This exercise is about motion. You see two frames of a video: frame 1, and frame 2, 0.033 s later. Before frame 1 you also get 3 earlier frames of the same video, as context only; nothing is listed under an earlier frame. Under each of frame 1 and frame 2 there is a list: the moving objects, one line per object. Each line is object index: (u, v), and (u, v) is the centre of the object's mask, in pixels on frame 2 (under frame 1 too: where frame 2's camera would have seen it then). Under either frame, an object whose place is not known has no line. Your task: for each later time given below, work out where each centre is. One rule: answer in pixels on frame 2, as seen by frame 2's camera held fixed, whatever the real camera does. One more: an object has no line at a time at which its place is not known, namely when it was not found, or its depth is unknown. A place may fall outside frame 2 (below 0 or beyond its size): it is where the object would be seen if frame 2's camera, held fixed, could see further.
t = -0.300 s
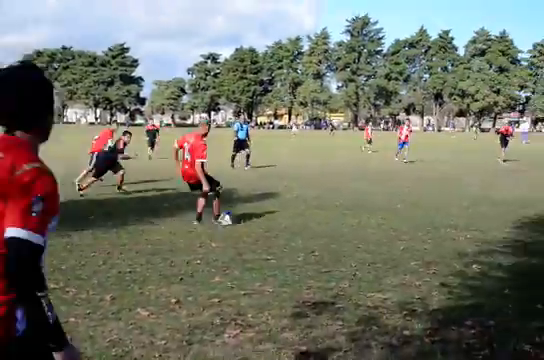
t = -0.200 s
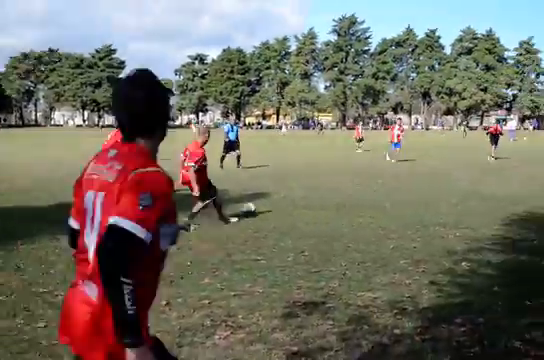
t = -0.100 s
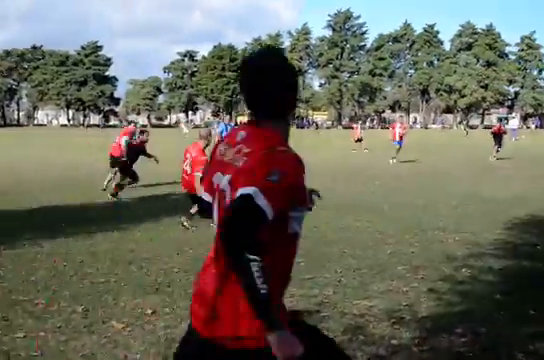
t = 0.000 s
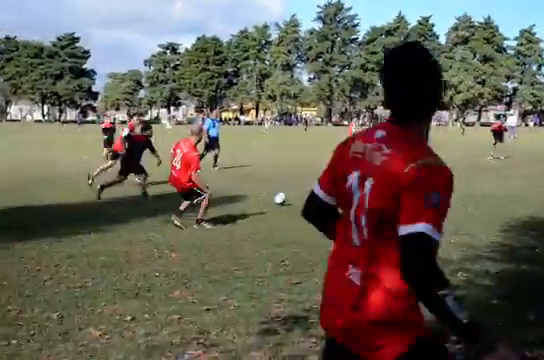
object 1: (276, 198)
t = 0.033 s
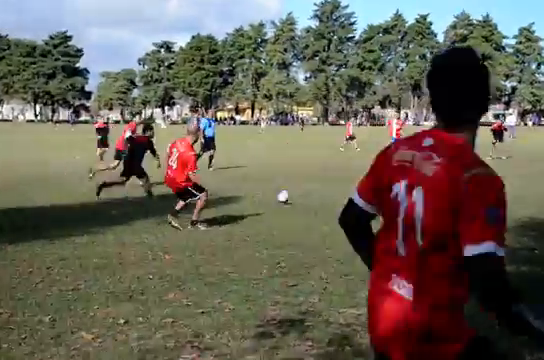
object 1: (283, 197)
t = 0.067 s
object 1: (289, 194)
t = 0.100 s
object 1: (295, 195)
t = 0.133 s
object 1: (300, 196)
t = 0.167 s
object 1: (304, 196)
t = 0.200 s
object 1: (308, 192)
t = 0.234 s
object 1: (312, 192)
